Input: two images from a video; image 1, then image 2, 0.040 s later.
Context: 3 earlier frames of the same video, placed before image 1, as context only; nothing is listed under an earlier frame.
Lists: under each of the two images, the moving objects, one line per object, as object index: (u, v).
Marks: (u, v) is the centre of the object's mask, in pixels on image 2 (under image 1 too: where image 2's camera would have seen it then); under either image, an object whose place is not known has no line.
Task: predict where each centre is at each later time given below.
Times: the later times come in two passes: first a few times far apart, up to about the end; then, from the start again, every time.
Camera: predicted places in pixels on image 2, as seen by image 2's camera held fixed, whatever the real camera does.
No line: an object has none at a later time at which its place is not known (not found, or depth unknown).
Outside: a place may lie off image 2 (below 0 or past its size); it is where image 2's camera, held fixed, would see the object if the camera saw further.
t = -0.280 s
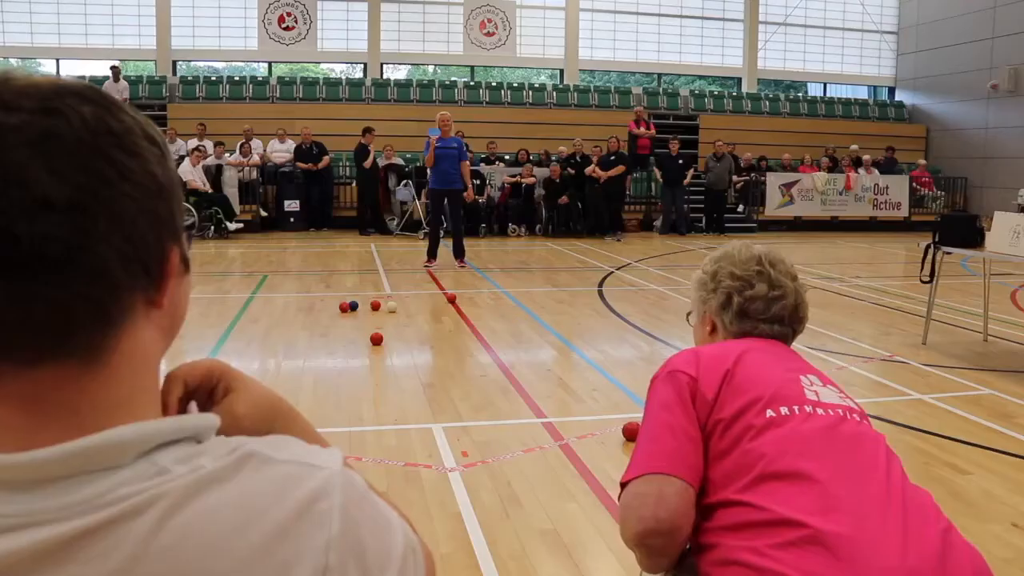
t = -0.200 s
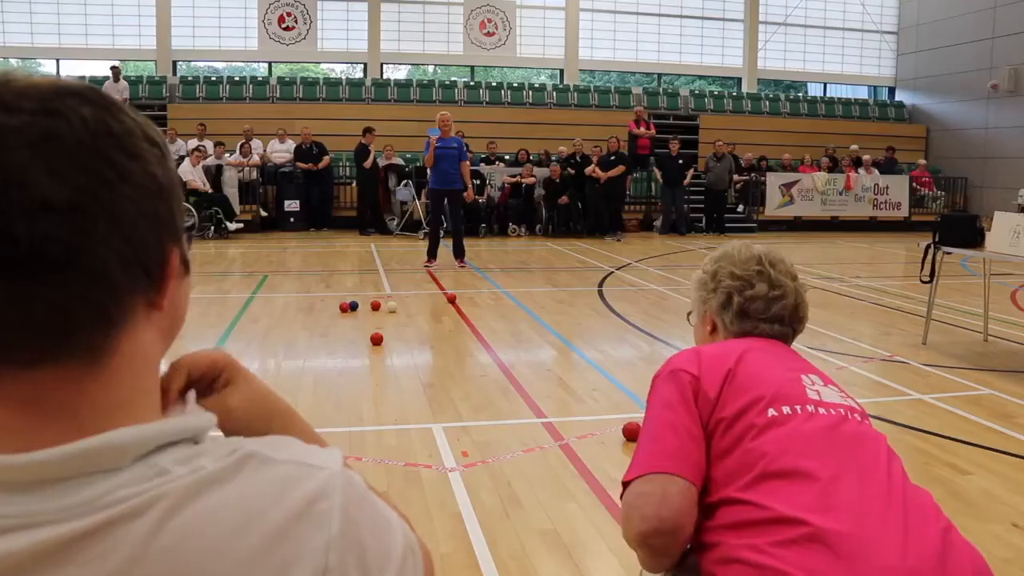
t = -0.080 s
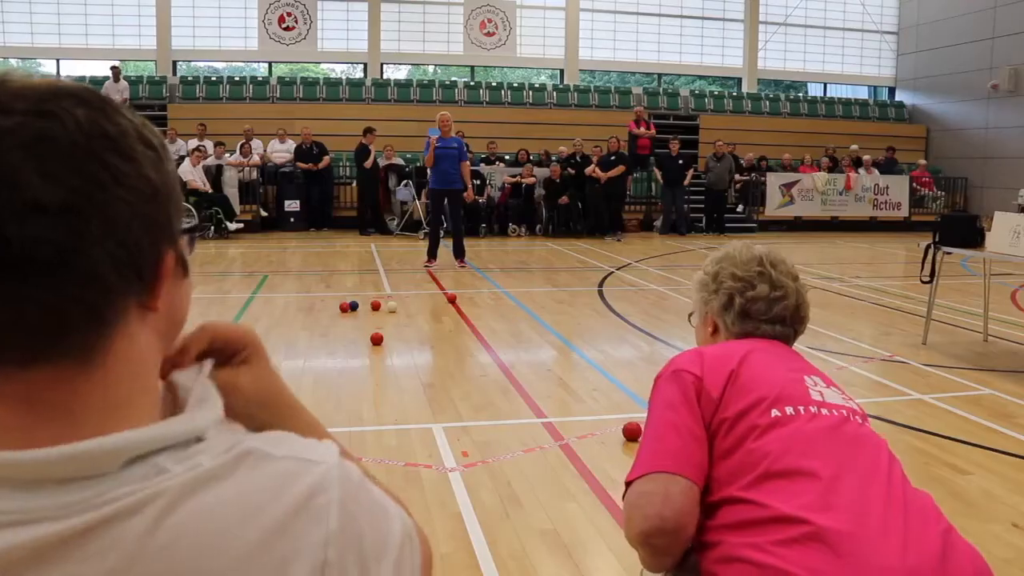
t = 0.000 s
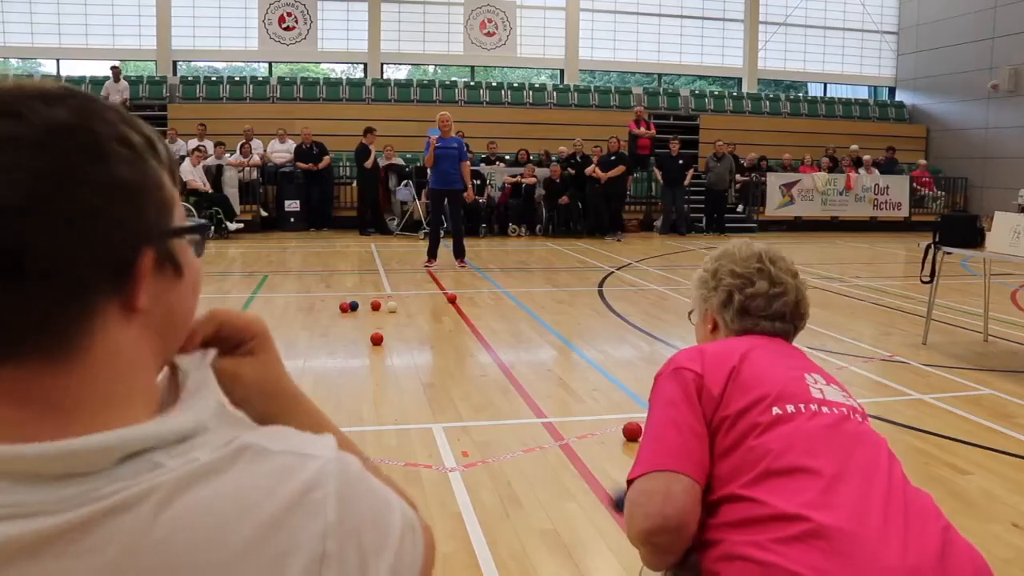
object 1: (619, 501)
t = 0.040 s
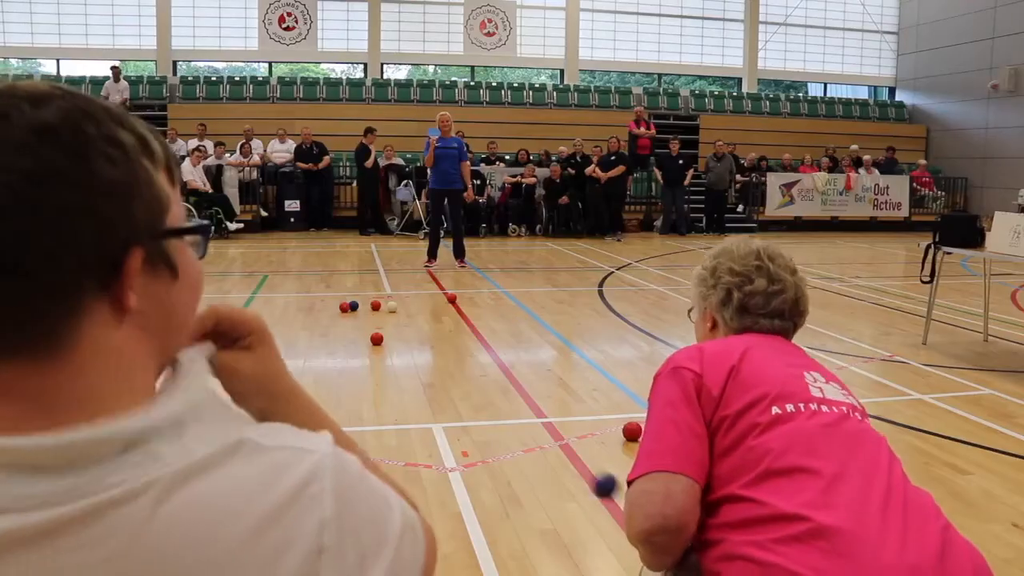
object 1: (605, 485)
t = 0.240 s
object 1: (541, 464)
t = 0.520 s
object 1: (499, 422)
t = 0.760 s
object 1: (476, 394)
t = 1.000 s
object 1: (458, 375)
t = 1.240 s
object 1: (443, 361)
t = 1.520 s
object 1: (430, 349)
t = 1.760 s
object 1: (420, 342)
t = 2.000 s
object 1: (413, 337)
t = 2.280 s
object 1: (407, 335)
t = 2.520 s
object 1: (405, 334)
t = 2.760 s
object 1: (405, 334)
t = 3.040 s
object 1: (406, 334)
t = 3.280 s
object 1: (406, 334)
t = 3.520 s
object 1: (406, 334)
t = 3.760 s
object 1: (405, 334)
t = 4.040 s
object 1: (406, 334)
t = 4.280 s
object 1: (405, 334)
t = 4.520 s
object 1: (406, 334)
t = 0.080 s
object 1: (589, 477)
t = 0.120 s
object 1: (575, 473)
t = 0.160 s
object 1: (561, 476)
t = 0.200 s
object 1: (550, 479)
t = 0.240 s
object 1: (541, 464)
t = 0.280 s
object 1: (534, 453)
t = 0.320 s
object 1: (527, 446)
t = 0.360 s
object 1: (520, 443)
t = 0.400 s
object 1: (514, 440)
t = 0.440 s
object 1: (509, 431)
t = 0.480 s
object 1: (504, 426)
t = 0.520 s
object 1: (499, 422)
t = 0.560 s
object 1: (495, 416)
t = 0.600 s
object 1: (491, 411)
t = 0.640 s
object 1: (487, 406)
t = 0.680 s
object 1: (483, 402)
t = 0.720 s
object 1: (479, 399)
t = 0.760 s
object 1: (476, 394)
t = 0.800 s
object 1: (472, 391)
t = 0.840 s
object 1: (469, 387)
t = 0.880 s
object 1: (466, 384)
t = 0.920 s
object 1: (463, 381)
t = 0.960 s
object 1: (460, 378)
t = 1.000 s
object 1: (458, 375)
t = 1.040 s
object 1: (455, 373)
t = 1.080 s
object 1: (452, 370)
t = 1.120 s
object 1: (450, 368)
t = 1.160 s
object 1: (447, 365)
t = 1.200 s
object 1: (445, 364)
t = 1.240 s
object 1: (443, 361)
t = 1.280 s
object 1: (441, 359)
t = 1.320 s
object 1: (439, 357)
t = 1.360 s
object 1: (437, 355)
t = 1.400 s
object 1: (435, 354)
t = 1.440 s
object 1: (433, 352)
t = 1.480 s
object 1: (431, 350)
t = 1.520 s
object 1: (430, 349)
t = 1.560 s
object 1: (428, 348)
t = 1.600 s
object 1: (426, 347)
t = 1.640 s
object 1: (425, 345)
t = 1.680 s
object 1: (423, 345)
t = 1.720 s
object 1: (422, 343)
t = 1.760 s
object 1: (420, 342)
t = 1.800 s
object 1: (419, 341)
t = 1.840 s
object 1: (418, 340)
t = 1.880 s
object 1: (416, 340)
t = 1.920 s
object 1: (415, 339)
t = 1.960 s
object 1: (414, 338)
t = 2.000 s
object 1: (413, 337)
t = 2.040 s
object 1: (412, 337)
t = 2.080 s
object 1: (411, 337)
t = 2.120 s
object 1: (410, 336)
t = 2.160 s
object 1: (409, 336)
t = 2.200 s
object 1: (409, 335)
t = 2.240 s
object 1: (408, 335)
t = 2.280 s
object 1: (407, 335)
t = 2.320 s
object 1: (407, 334)
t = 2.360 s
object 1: (406, 334)
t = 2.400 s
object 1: (406, 334)
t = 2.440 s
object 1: (406, 334)
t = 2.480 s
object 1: (406, 334)
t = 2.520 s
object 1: (405, 334)
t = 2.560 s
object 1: (405, 334)
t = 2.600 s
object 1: (405, 334)
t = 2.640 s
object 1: (405, 334)
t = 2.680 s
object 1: (405, 334)
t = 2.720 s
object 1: (405, 334)
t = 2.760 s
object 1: (405, 334)
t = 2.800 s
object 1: (405, 334)
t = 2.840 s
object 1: (405, 334)
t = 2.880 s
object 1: (405, 334)
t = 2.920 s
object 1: (405, 334)
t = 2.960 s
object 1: (405, 334)
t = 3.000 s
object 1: (405, 334)
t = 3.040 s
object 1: (406, 334)
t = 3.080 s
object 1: (406, 334)
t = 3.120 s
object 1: (406, 334)
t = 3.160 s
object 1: (406, 334)
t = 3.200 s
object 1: (406, 334)
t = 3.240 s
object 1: (406, 334)
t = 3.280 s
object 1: (406, 334)
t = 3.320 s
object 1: (405, 334)
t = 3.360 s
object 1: (406, 334)
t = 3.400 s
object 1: (405, 334)
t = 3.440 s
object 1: (406, 334)
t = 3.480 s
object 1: (405, 334)
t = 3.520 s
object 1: (406, 334)
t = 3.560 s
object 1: (405, 334)
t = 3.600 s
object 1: (406, 334)
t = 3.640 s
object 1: (405, 334)
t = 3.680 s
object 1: (405, 334)
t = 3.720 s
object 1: (405, 334)
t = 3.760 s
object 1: (405, 334)
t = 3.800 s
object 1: (405, 334)
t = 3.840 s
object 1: (405, 334)
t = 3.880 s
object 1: (406, 334)
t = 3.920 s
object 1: (405, 334)
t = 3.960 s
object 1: (406, 334)
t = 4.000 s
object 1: (405, 334)
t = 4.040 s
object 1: (406, 334)
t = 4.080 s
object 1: (405, 334)
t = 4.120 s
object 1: (405, 334)
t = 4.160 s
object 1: (406, 334)
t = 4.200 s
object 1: (405, 334)
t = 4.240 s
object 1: (406, 334)
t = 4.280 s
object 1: (405, 334)
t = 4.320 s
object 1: (405, 334)
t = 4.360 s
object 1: (405, 334)
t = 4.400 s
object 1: (406, 334)
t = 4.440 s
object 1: (406, 334)
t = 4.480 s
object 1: (406, 334)
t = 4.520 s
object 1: (406, 334)
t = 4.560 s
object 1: (406, 334)
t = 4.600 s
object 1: (406, 334)
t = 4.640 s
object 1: (406, 334)
